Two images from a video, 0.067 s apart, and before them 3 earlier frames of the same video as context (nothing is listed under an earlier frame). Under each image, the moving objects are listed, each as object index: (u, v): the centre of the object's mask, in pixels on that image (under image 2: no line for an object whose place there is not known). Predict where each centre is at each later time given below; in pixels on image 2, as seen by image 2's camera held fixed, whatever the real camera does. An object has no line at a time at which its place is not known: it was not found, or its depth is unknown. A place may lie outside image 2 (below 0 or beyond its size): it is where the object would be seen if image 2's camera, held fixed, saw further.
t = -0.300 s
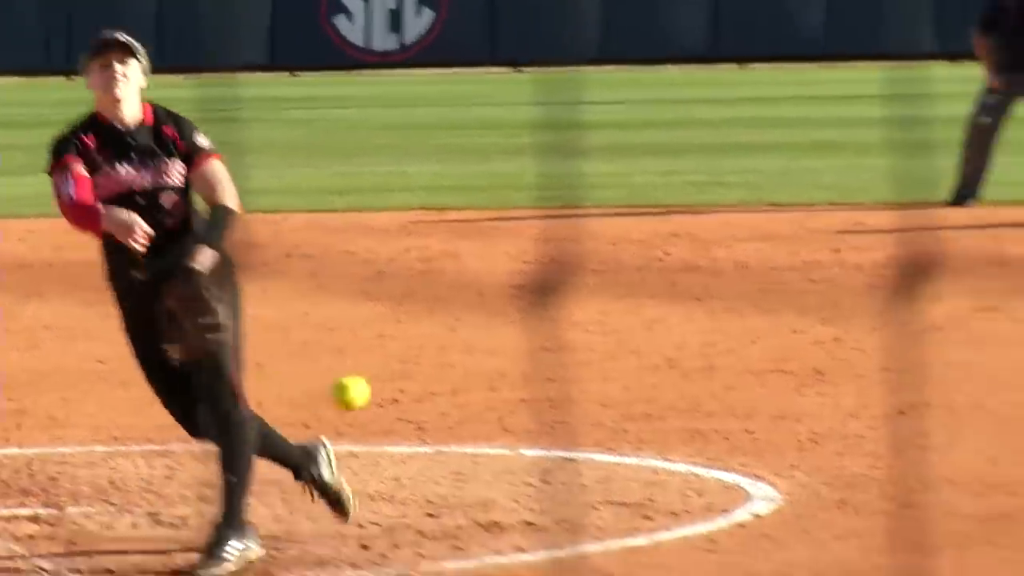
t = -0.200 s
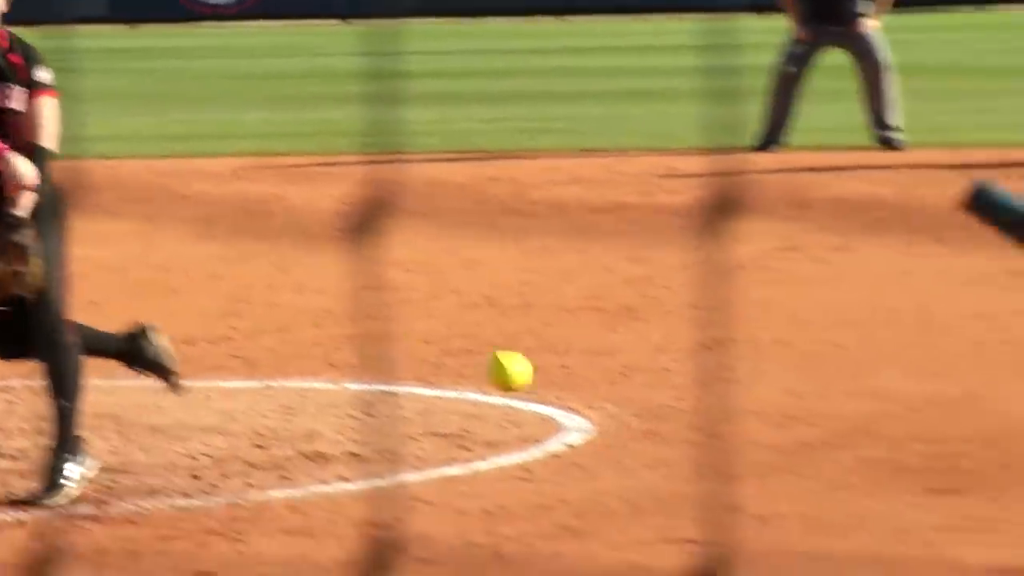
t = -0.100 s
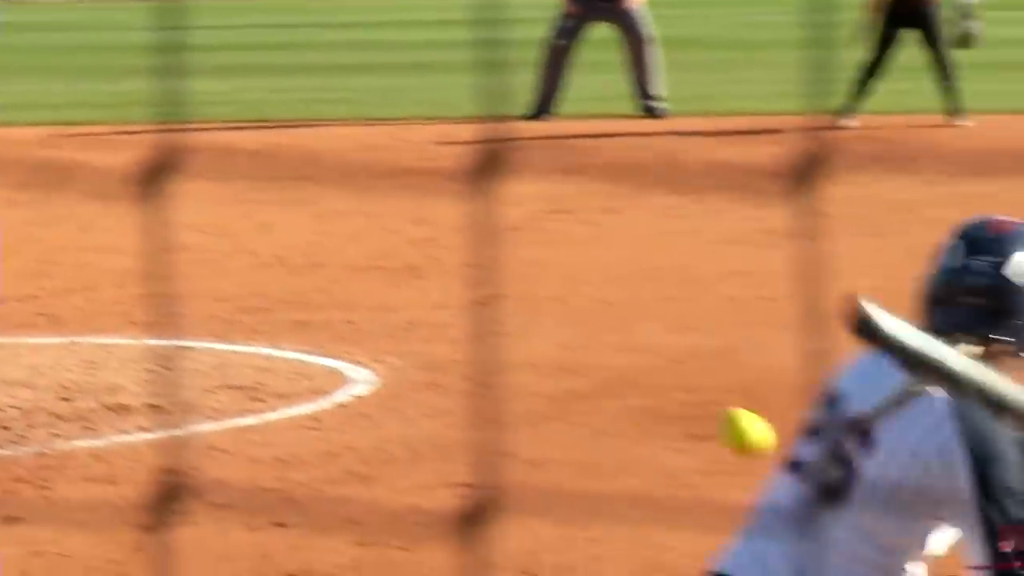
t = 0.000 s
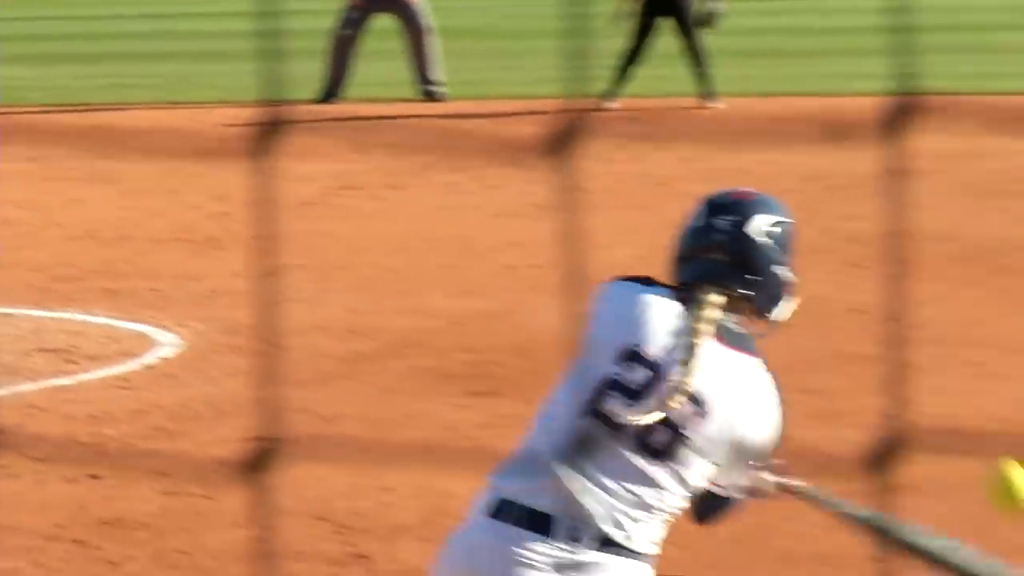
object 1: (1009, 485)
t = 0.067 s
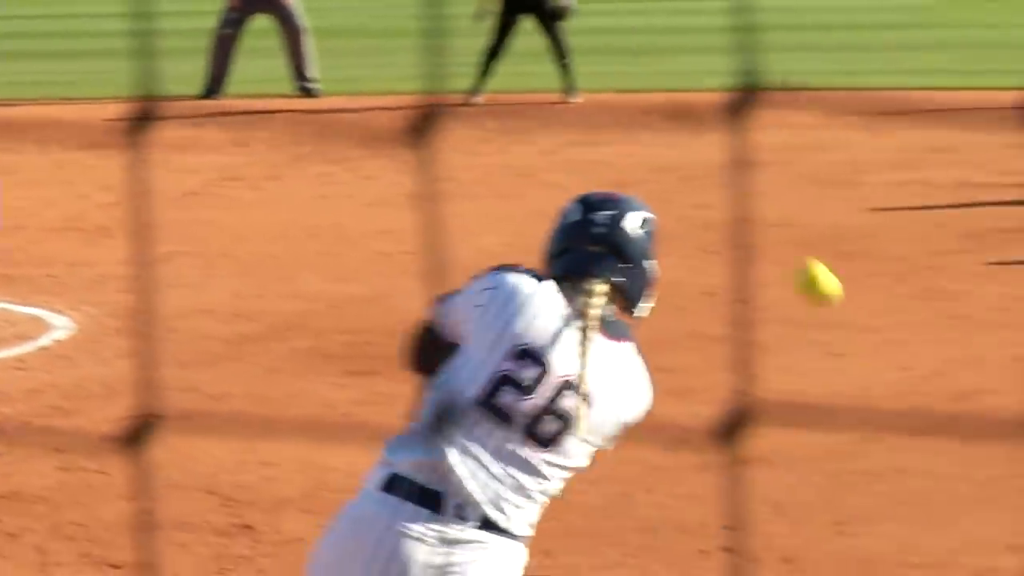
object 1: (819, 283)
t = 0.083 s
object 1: (812, 248)
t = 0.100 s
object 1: (805, 213)
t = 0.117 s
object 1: (798, 183)
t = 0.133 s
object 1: (792, 153)
